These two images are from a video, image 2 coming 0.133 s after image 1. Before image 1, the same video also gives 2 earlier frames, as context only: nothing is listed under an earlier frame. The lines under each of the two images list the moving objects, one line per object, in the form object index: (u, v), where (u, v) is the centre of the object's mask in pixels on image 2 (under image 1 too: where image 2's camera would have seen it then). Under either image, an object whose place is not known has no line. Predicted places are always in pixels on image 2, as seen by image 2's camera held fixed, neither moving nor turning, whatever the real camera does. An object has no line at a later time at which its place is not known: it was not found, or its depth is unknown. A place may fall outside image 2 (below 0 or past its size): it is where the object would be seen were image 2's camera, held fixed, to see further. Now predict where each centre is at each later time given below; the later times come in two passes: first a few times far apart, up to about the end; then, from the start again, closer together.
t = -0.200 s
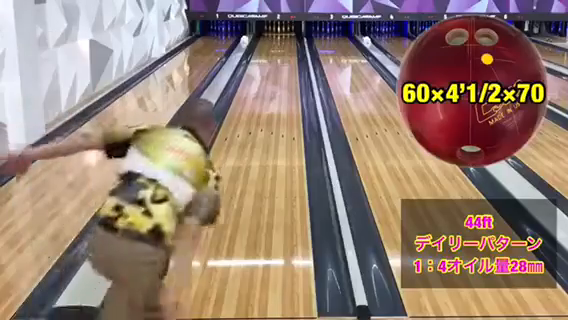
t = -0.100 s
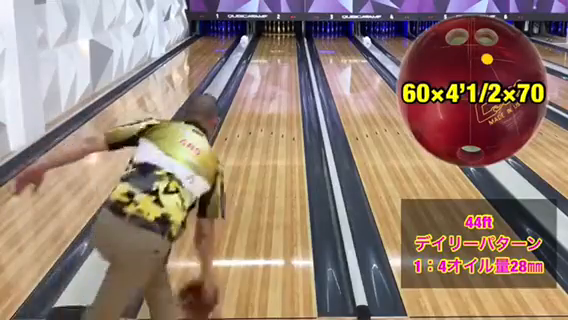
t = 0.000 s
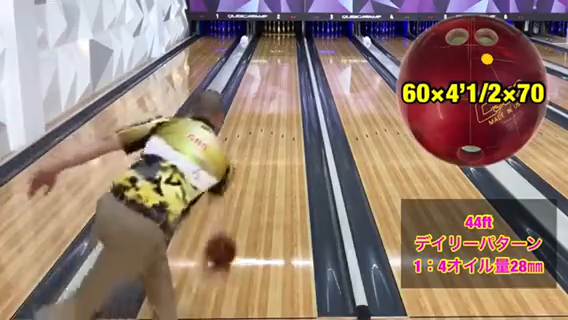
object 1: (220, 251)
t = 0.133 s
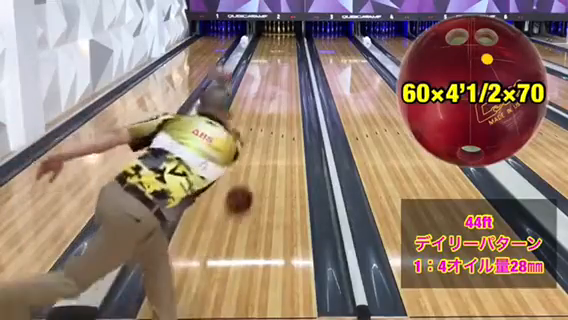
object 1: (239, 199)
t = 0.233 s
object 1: (249, 171)
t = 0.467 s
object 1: (265, 127)
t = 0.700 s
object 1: (275, 99)
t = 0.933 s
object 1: (281, 80)
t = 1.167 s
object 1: (286, 65)
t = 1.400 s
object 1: (287, 57)
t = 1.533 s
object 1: (288, 50)
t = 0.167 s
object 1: (243, 189)
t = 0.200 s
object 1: (246, 180)
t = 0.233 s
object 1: (249, 171)
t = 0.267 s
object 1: (252, 163)
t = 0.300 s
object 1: (255, 156)
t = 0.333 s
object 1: (259, 149)
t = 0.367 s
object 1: (261, 143)
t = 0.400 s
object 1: (264, 137)
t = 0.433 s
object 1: (264, 132)
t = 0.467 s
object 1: (265, 127)
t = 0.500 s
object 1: (267, 122)
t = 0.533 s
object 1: (269, 119)
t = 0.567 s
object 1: (270, 114)
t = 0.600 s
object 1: (271, 110)
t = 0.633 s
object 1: (272, 106)
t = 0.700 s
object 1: (275, 99)
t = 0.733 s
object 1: (276, 96)
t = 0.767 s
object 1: (277, 93)
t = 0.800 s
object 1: (278, 90)
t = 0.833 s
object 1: (279, 87)
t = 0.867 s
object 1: (279, 85)
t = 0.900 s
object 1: (280, 82)
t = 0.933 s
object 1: (281, 80)
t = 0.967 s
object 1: (282, 77)
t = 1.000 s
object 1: (282, 75)
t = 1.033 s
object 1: (283, 73)
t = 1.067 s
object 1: (283, 71)
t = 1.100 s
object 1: (284, 69)
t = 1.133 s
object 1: (285, 66)
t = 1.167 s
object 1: (286, 65)
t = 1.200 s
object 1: (286, 64)
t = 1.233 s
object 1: (286, 63)
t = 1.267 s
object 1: (286, 62)
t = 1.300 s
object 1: (287, 60)
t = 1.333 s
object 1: (287, 59)
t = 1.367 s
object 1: (287, 57)
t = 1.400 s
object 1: (287, 57)
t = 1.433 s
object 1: (288, 55)
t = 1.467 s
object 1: (288, 52)
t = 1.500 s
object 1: (288, 52)
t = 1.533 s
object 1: (288, 50)
